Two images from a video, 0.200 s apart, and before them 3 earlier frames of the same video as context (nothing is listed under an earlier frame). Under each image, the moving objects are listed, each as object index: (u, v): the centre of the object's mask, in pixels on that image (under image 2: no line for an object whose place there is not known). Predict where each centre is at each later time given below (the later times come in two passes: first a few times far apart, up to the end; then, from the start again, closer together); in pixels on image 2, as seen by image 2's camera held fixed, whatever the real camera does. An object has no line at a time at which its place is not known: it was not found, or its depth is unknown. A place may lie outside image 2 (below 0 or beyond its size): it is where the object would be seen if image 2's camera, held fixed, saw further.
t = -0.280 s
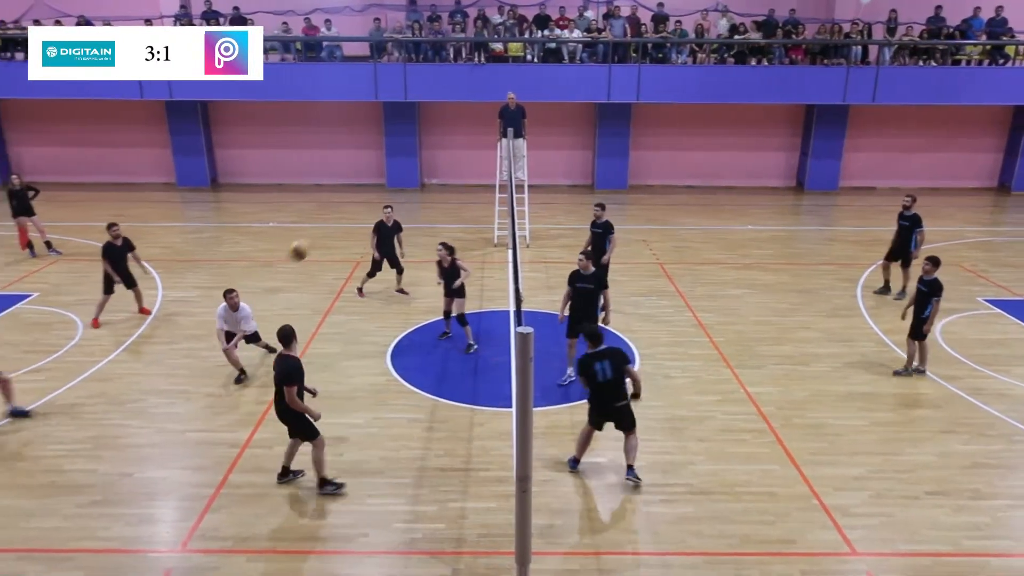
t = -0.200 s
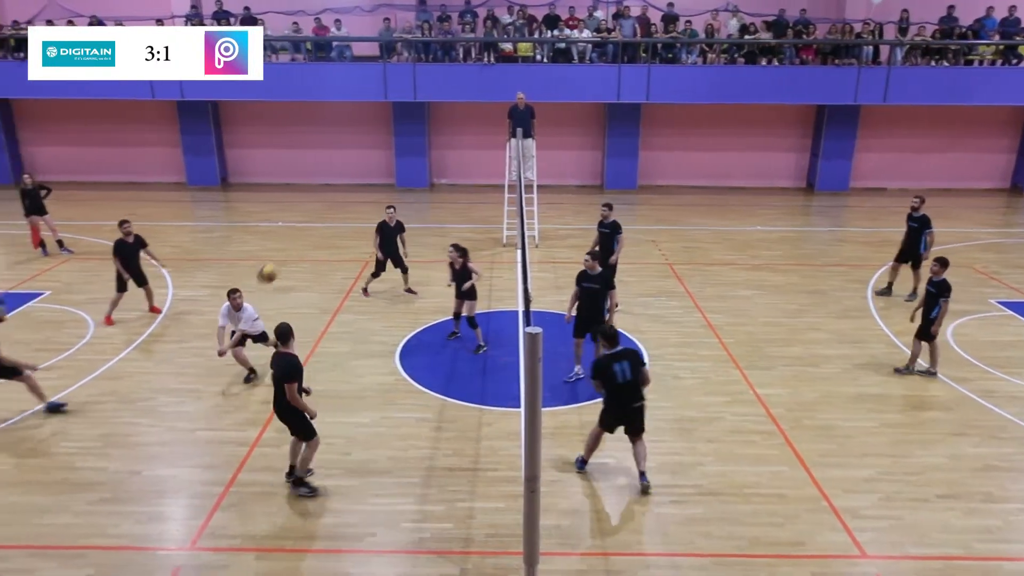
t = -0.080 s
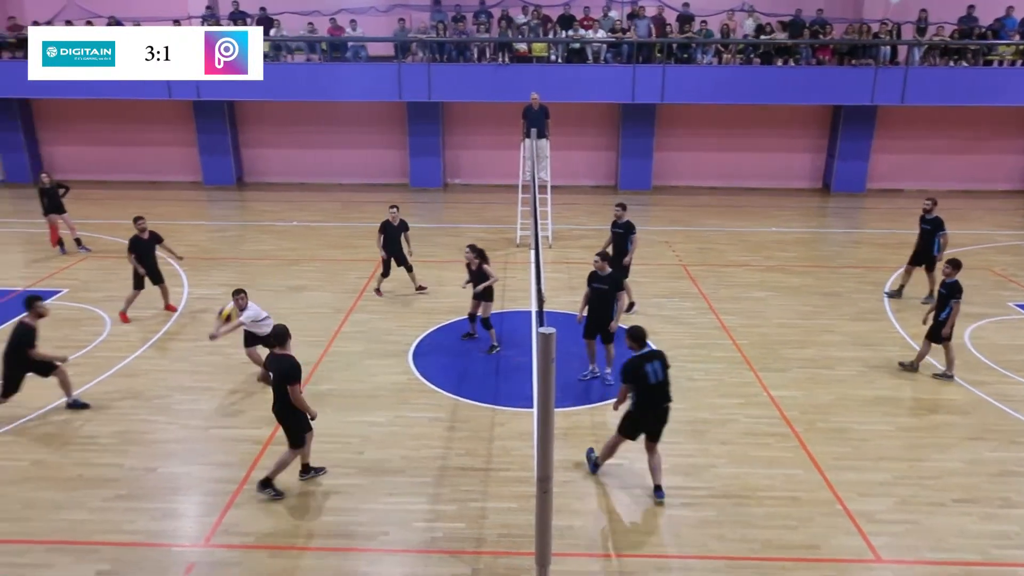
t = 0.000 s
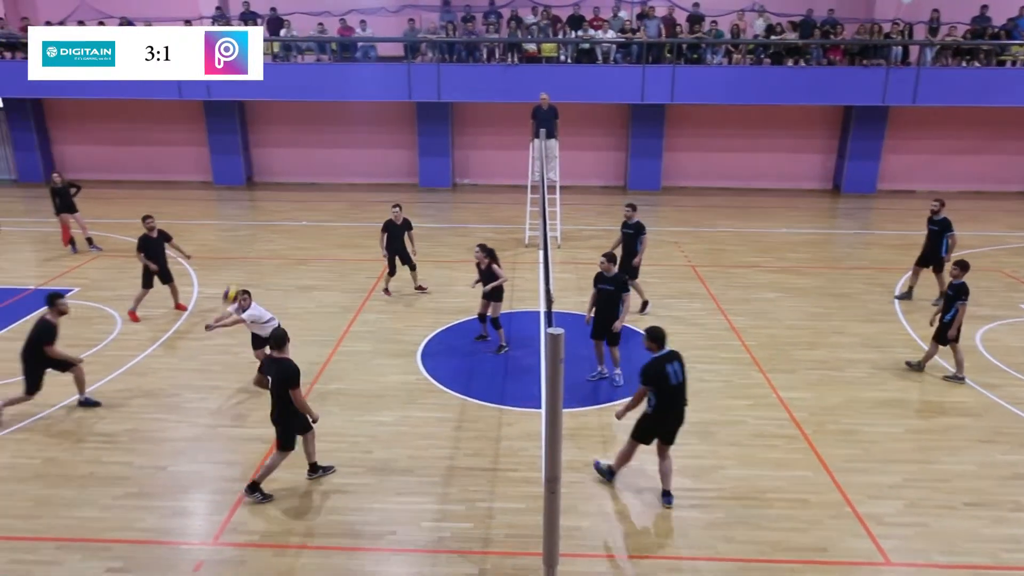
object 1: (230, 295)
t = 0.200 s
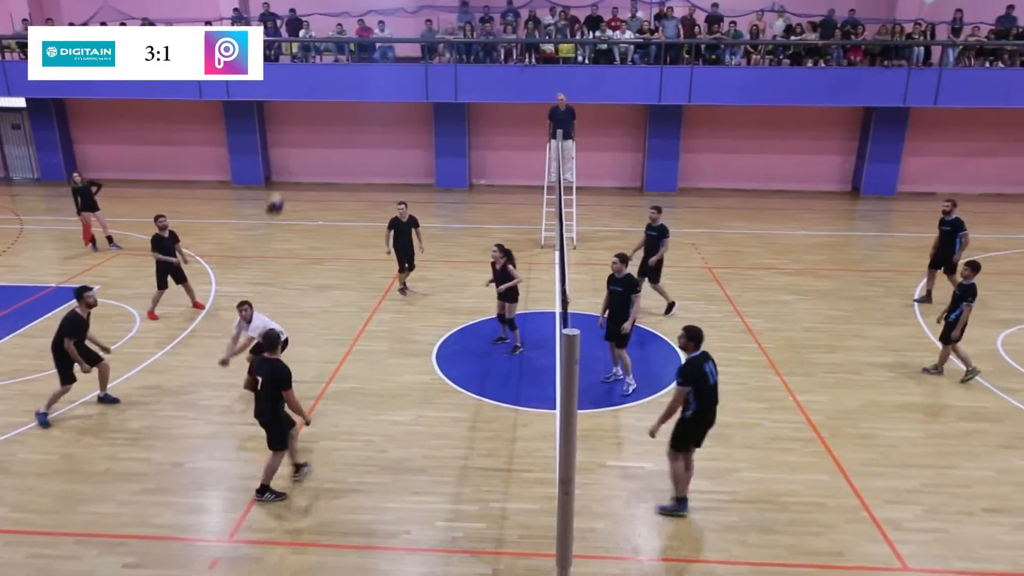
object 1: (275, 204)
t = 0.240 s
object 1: (281, 189)
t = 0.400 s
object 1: (309, 137)
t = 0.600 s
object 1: (350, 103)
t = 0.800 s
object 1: (398, 111)
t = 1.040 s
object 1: (467, 186)
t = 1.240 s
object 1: (527, 304)
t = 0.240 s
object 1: (281, 189)
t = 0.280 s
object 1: (287, 175)
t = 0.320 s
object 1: (292, 162)
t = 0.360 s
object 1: (301, 149)
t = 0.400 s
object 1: (309, 137)
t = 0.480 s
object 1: (325, 118)
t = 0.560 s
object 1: (341, 107)
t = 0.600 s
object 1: (350, 103)
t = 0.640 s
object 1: (359, 101)
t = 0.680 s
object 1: (368, 101)
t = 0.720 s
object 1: (378, 103)
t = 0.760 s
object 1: (387, 106)
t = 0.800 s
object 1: (398, 111)
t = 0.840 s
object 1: (409, 118)
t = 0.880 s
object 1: (420, 127)
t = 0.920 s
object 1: (431, 138)
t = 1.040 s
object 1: (467, 186)
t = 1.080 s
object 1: (477, 204)
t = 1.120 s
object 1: (490, 227)
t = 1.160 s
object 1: (503, 252)
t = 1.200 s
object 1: (515, 277)
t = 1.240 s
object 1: (527, 304)
